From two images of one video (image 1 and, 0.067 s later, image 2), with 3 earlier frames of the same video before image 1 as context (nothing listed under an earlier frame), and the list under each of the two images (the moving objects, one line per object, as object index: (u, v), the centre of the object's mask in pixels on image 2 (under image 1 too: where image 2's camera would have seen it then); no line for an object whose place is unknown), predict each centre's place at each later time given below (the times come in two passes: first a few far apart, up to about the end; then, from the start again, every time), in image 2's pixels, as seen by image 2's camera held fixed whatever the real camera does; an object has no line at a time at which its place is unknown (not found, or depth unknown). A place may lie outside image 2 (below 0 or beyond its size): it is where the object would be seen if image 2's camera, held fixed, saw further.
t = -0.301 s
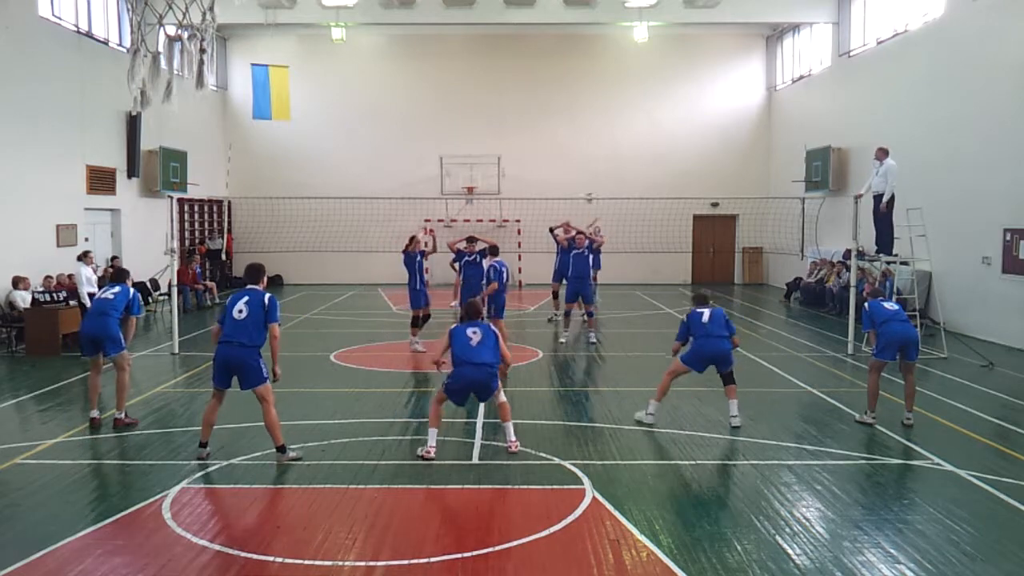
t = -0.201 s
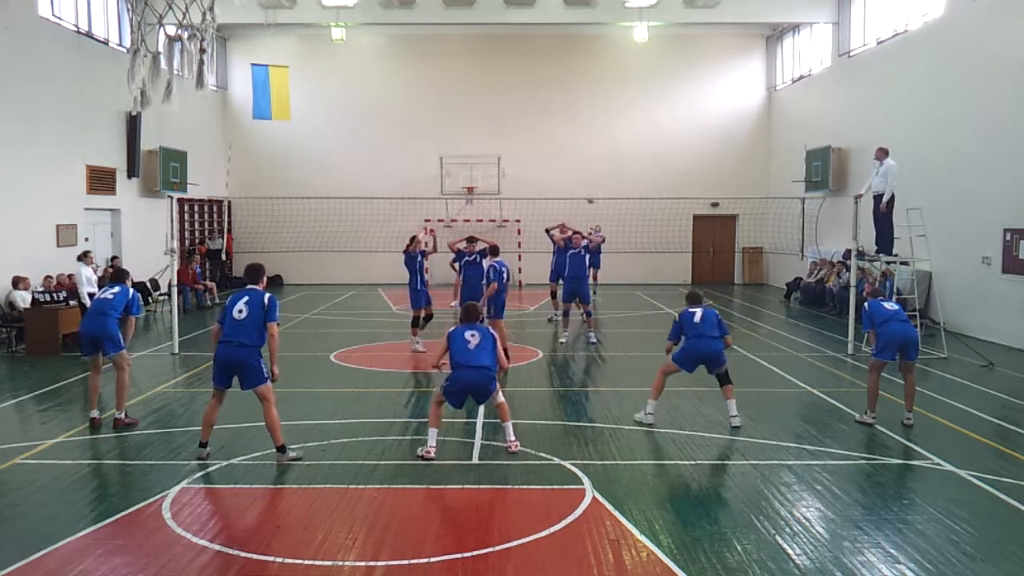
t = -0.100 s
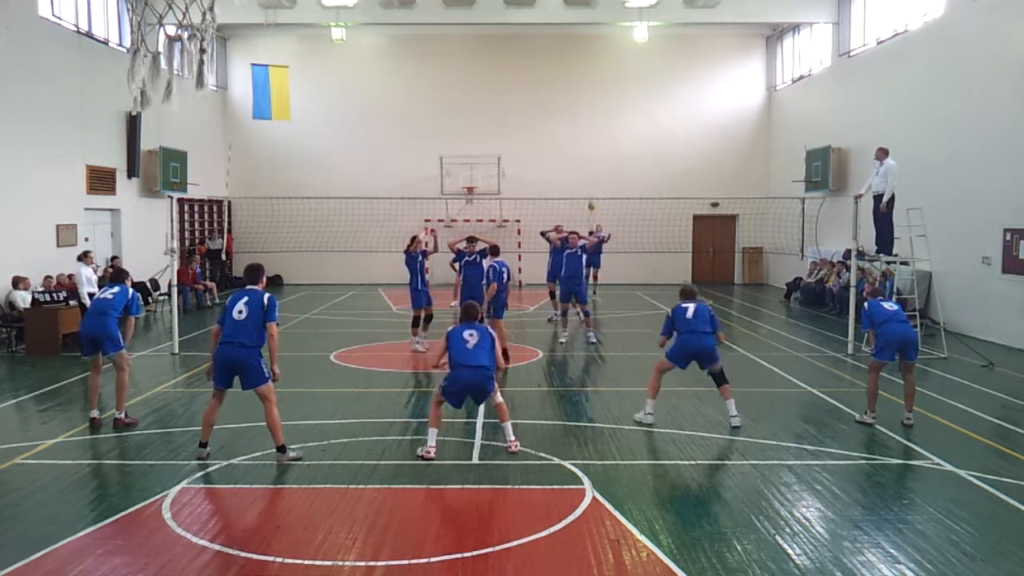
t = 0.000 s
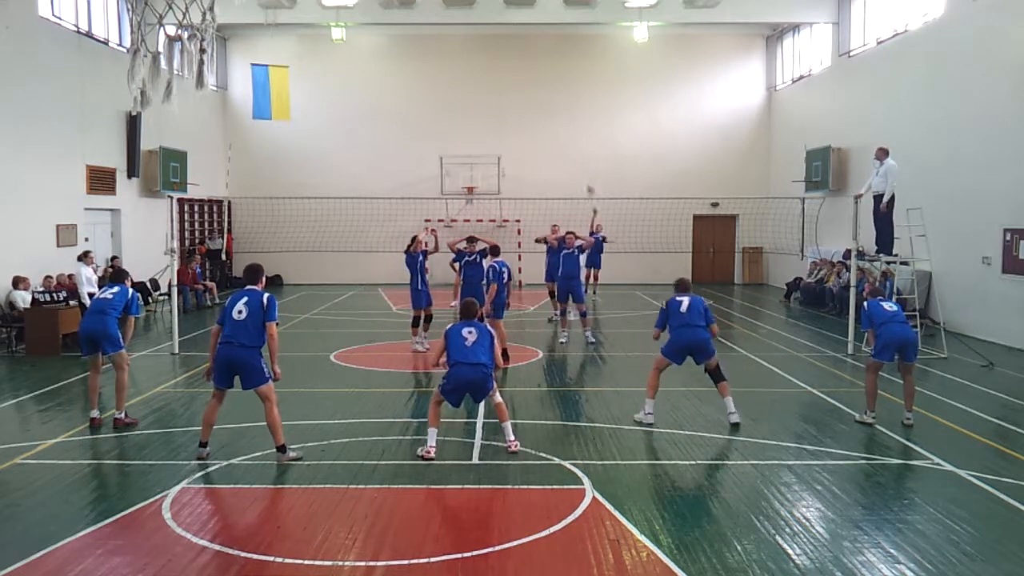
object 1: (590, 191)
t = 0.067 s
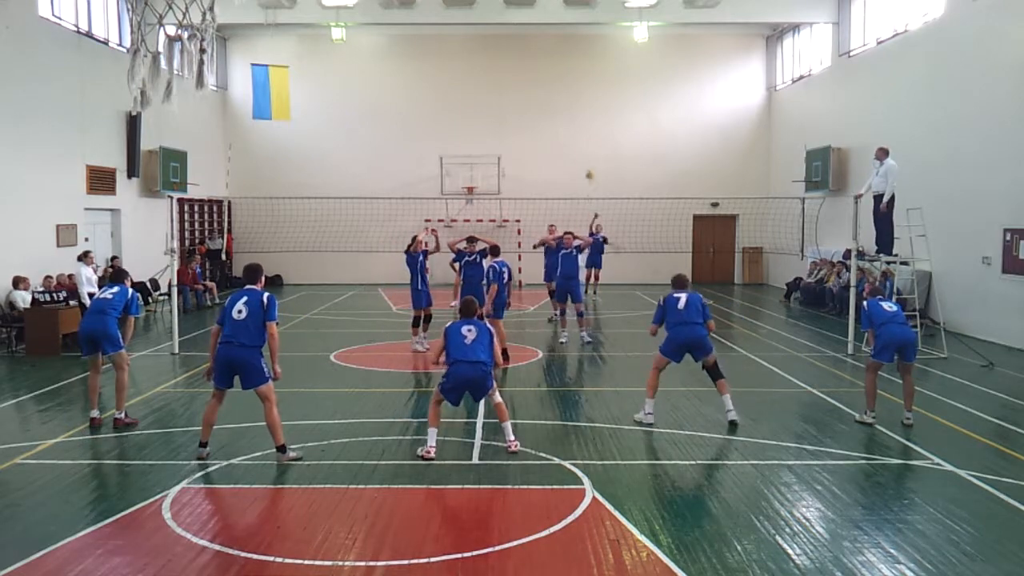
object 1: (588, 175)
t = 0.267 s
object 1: (587, 134)
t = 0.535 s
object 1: (579, 99)
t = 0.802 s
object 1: (564, 97)
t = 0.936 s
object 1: (555, 119)
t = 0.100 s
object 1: (588, 168)
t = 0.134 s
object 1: (587, 161)
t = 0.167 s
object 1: (587, 154)
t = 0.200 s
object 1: (587, 147)
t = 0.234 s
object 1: (587, 140)
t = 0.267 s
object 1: (587, 134)
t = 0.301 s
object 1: (586, 128)
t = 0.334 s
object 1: (585, 122)
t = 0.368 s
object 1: (584, 118)
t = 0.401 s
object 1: (583, 114)
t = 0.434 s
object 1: (582, 109)
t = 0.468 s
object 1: (581, 105)
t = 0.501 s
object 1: (580, 101)
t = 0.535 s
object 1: (579, 99)
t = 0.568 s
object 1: (578, 96)
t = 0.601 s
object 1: (576, 93)
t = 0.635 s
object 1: (574, 91)
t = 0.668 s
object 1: (572, 92)
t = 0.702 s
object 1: (570, 92)
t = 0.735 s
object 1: (568, 93)
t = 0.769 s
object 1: (566, 95)
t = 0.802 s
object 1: (564, 97)
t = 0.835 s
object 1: (561, 101)
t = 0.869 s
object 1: (560, 106)
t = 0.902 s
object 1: (557, 112)
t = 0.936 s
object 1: (555, 119)
